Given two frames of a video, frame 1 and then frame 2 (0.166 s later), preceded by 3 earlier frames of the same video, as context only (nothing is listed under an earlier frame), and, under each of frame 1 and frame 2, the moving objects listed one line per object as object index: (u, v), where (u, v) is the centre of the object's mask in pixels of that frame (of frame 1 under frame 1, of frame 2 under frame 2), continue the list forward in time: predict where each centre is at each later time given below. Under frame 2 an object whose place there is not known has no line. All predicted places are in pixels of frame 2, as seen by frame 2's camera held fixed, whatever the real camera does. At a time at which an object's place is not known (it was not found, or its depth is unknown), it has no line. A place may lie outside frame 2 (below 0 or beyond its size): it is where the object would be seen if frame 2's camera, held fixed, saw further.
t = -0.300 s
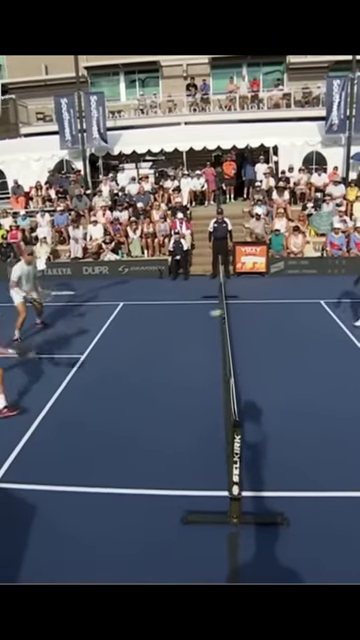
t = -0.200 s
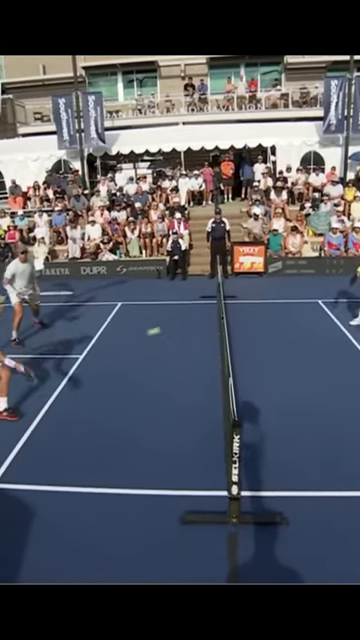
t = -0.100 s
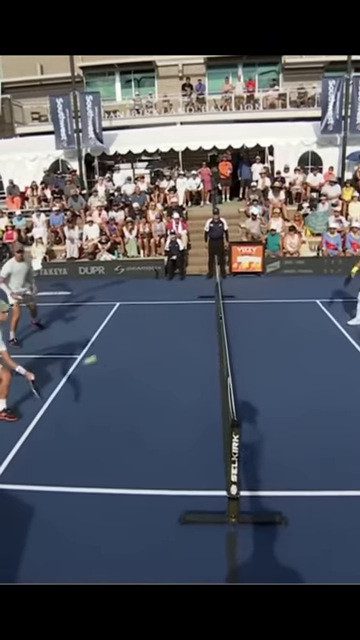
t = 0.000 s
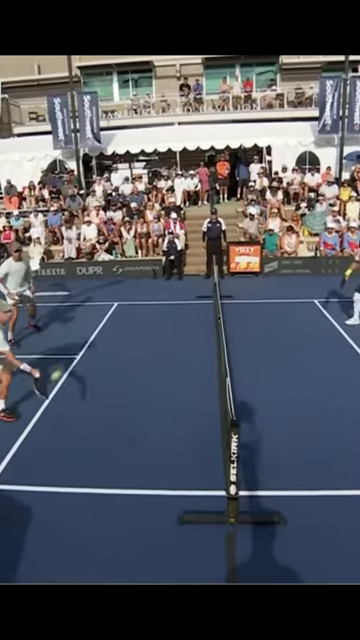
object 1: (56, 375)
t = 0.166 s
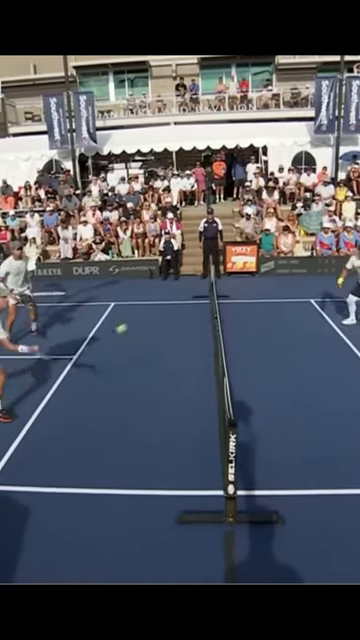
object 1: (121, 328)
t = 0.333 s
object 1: (190, 307)
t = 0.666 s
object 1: (308, 341)
